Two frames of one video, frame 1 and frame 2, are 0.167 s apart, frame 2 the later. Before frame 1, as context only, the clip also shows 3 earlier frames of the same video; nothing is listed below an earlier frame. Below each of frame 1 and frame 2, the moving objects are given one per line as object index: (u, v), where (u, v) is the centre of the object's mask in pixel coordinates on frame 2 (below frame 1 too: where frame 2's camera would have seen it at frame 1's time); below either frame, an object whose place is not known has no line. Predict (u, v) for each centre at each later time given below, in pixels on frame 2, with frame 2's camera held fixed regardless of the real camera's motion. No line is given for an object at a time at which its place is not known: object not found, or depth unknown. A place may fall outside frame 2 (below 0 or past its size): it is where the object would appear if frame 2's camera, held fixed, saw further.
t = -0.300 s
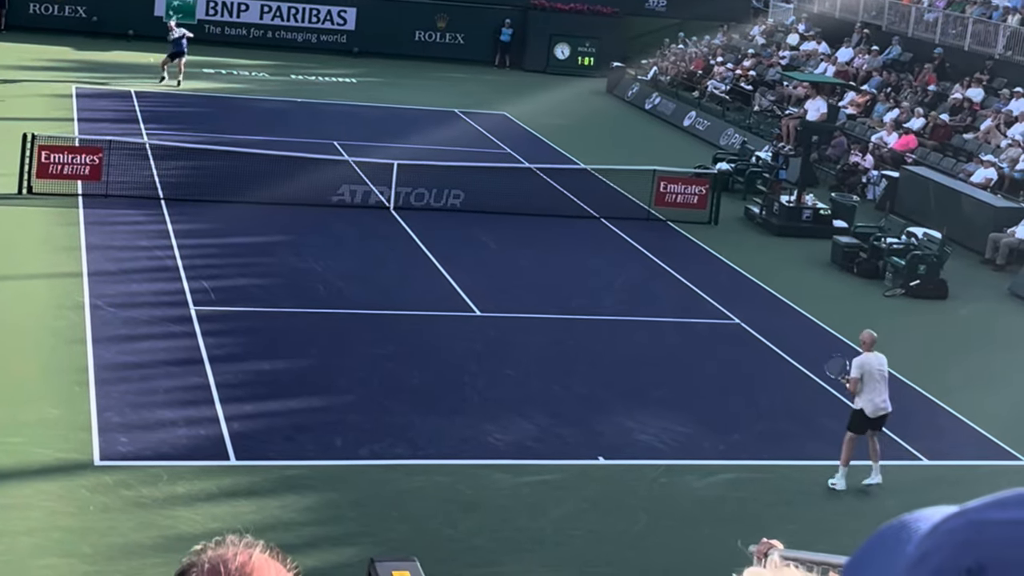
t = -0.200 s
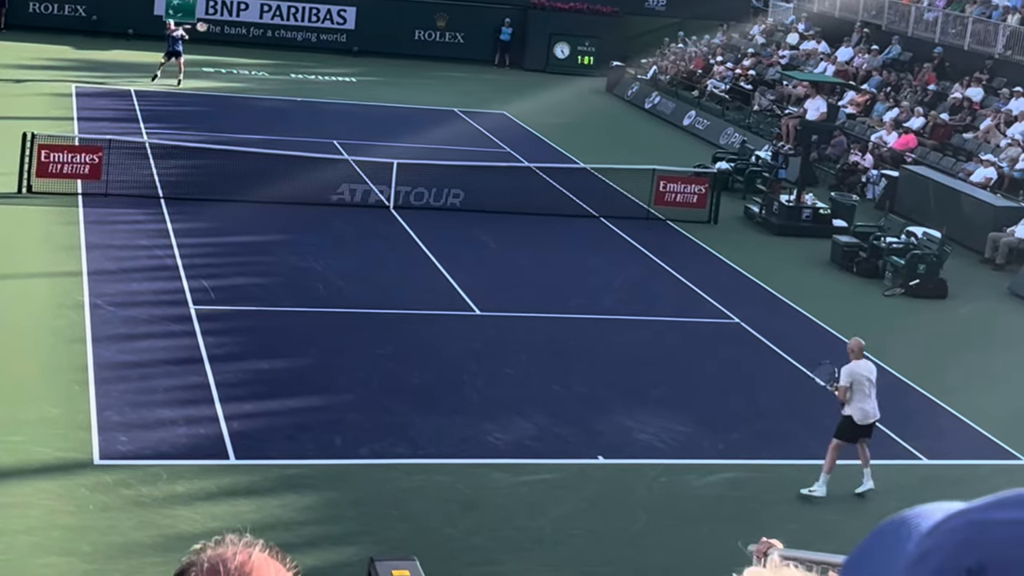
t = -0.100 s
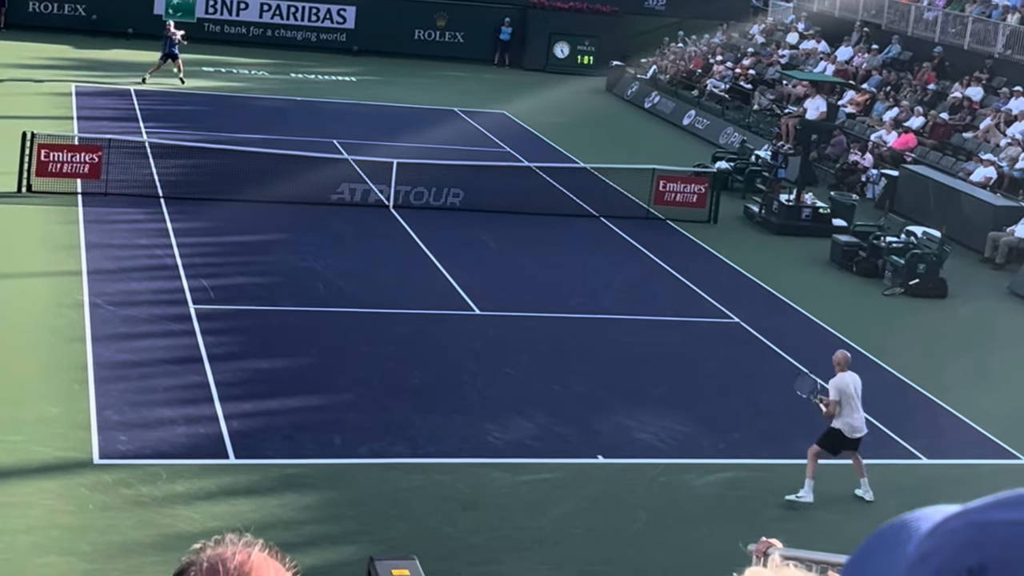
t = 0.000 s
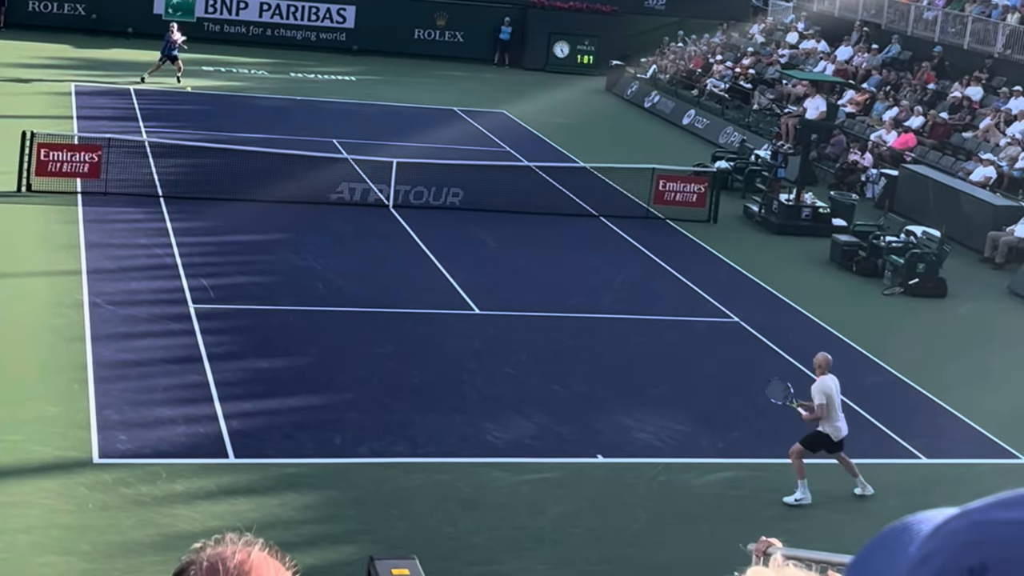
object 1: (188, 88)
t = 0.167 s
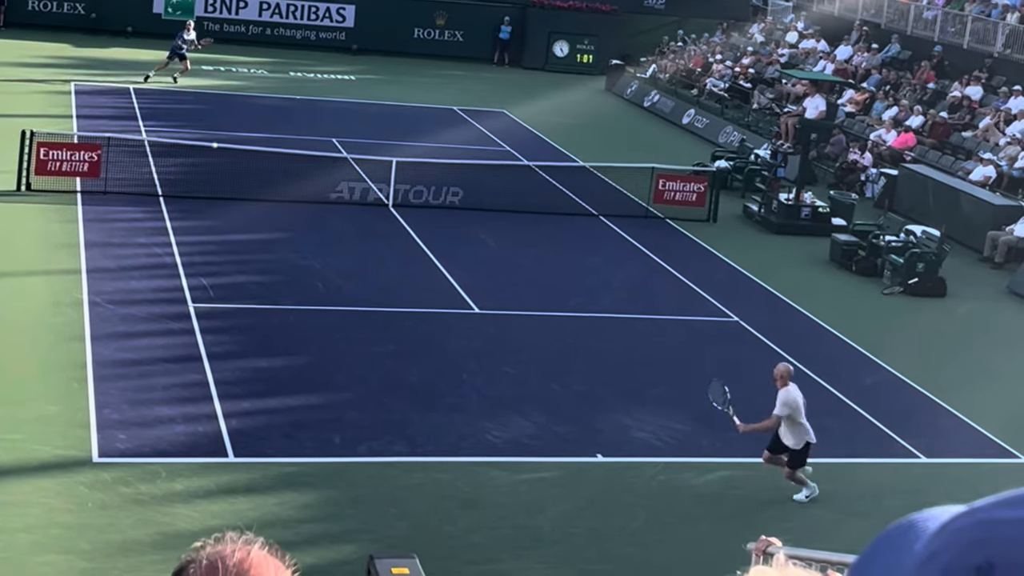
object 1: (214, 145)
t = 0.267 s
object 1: (231, 197)
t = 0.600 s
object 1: (303, 386)
